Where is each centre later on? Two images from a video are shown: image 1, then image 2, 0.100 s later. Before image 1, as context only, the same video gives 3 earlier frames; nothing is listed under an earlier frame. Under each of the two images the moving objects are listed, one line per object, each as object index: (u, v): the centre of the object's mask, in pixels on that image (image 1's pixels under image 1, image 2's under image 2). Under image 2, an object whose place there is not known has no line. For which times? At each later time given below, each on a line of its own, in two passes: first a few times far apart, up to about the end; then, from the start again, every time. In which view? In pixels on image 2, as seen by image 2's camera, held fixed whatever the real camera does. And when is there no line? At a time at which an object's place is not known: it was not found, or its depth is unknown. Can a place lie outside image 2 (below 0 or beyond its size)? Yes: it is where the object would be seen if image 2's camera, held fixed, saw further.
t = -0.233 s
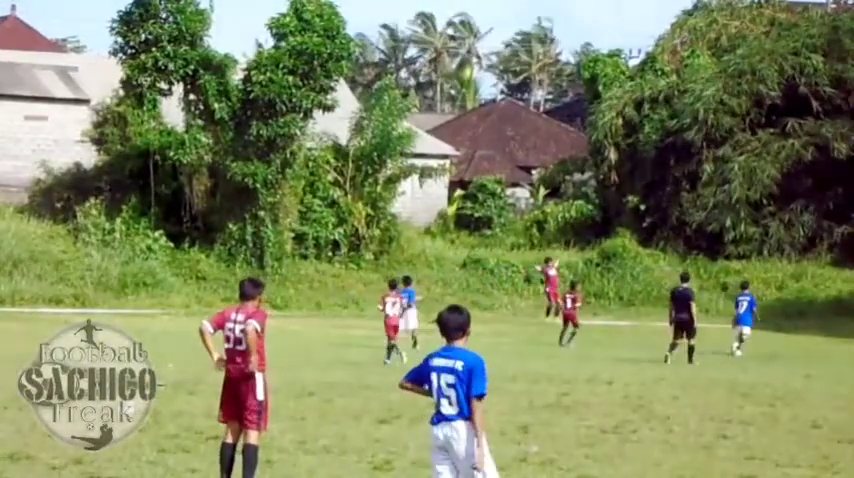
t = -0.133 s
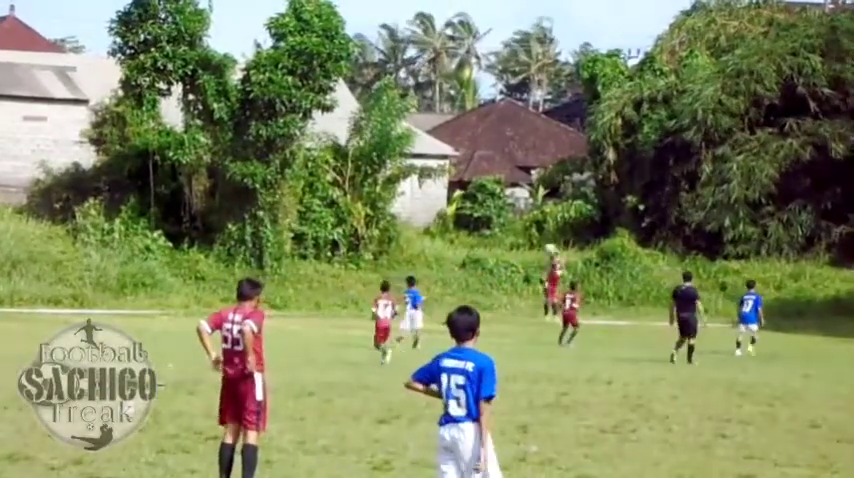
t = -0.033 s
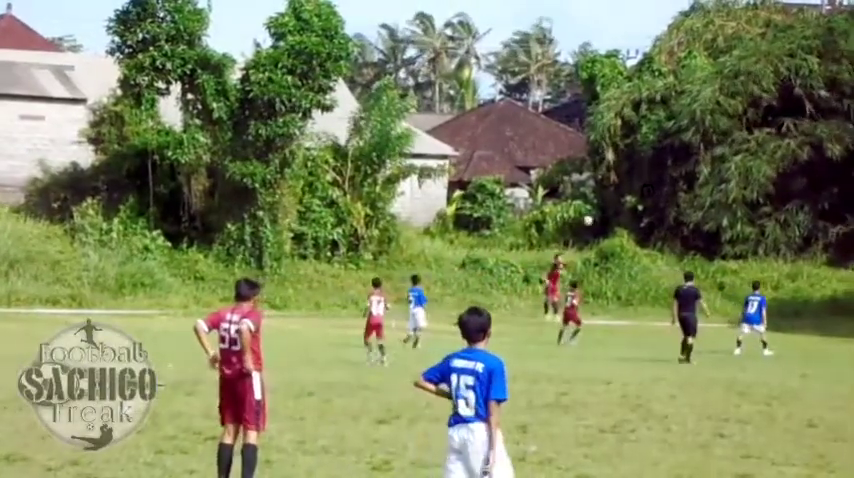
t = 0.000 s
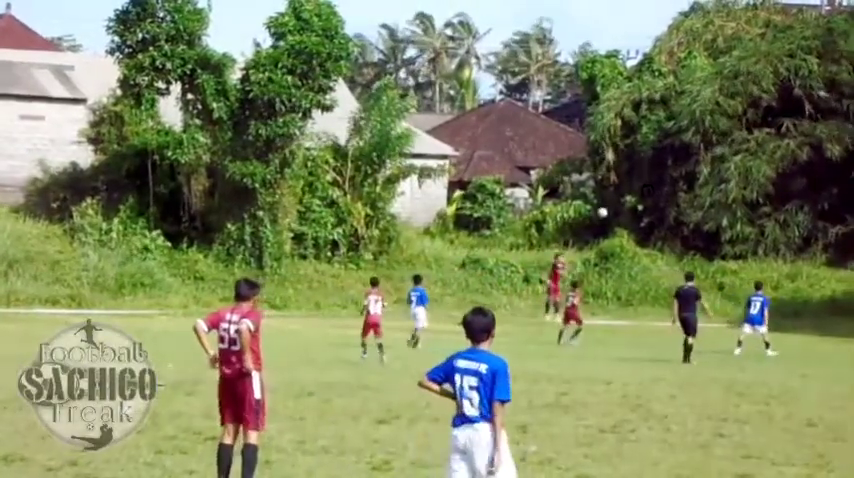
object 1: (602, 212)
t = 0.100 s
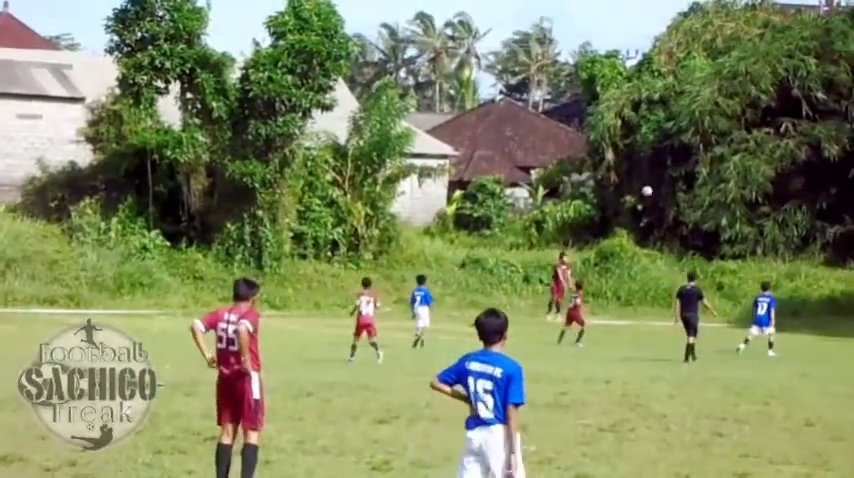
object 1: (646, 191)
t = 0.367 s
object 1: (771, 152)
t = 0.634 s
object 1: (901, 143)
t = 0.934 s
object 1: (1062, 173)
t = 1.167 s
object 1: (1203, 228)
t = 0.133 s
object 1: (662, 184)
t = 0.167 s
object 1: (677, 178)
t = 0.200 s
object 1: (693, 173)
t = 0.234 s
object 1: (709, 168)
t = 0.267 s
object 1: (724, 163)
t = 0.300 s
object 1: (739, 158)
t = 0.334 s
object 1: (755, 155)
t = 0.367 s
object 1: (771, 152)
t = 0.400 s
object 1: (786, 149)
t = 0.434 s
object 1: (803, 147)
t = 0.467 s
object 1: (819, 145)
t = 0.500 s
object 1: (834, 145)
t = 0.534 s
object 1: (850, 143)
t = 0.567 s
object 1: (867, 143)
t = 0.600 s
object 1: (885, 143)
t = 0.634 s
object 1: (901, 143)
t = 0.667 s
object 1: (918, 145)
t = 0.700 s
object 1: (935, 147)
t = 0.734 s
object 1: (953, 149)
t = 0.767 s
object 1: (970, 152)
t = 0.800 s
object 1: (989, 155)
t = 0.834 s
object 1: (1007, 158)
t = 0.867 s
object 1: (1026, 163)
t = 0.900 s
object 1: (1044, 168)
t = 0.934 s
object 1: (1062, 173)
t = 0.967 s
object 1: (1082, 179)
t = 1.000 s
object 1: (1101, 185)
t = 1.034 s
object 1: (1121, 193)
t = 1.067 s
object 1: (1141, 201)
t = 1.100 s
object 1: (1162, 209)
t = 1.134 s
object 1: (1182, 218)
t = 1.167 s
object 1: (1203, 228)
